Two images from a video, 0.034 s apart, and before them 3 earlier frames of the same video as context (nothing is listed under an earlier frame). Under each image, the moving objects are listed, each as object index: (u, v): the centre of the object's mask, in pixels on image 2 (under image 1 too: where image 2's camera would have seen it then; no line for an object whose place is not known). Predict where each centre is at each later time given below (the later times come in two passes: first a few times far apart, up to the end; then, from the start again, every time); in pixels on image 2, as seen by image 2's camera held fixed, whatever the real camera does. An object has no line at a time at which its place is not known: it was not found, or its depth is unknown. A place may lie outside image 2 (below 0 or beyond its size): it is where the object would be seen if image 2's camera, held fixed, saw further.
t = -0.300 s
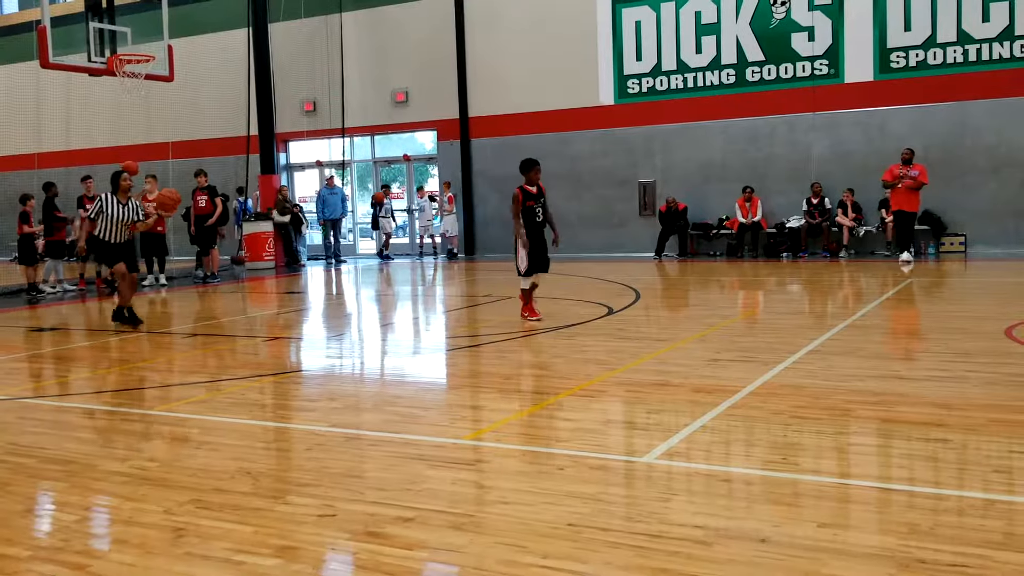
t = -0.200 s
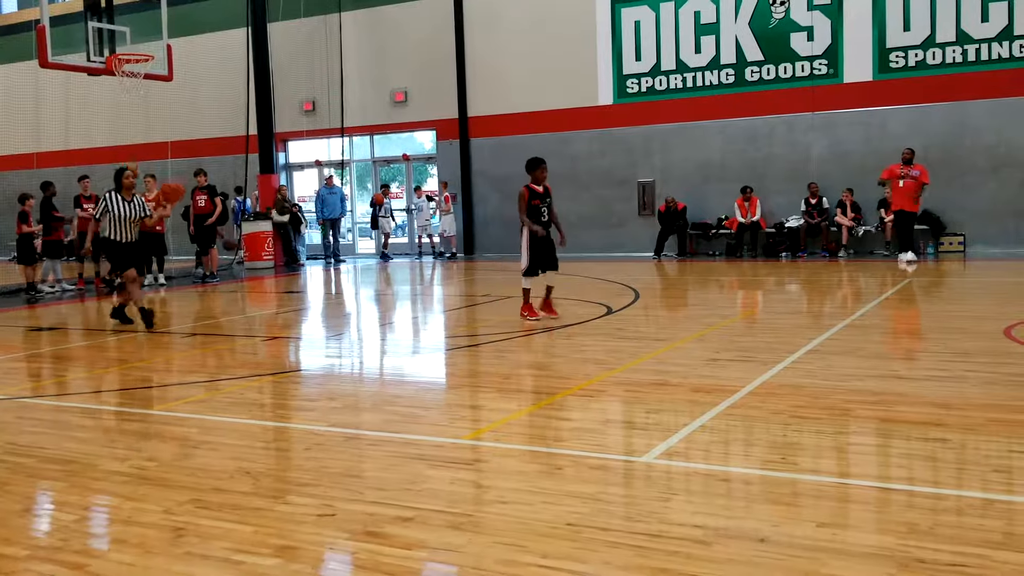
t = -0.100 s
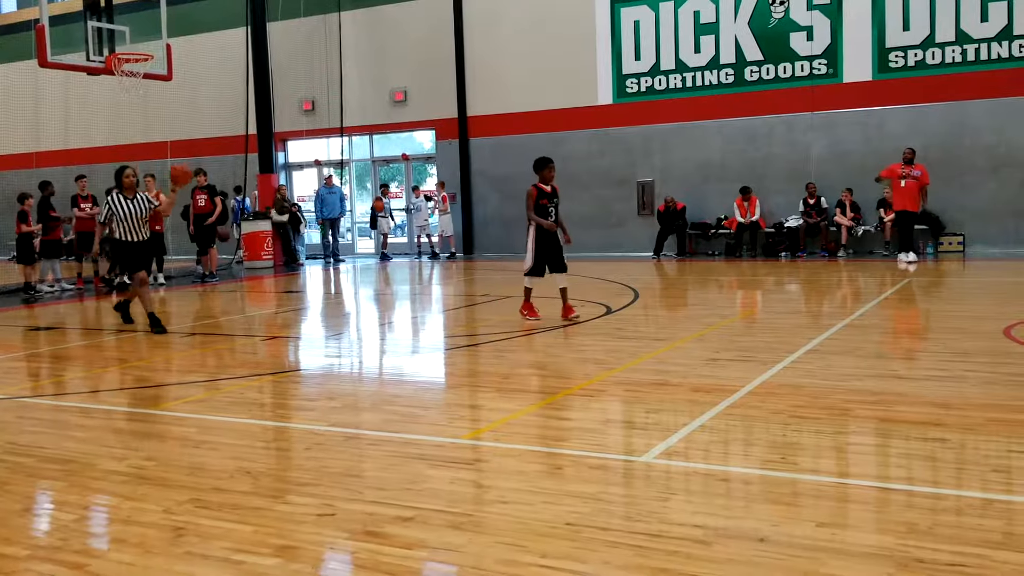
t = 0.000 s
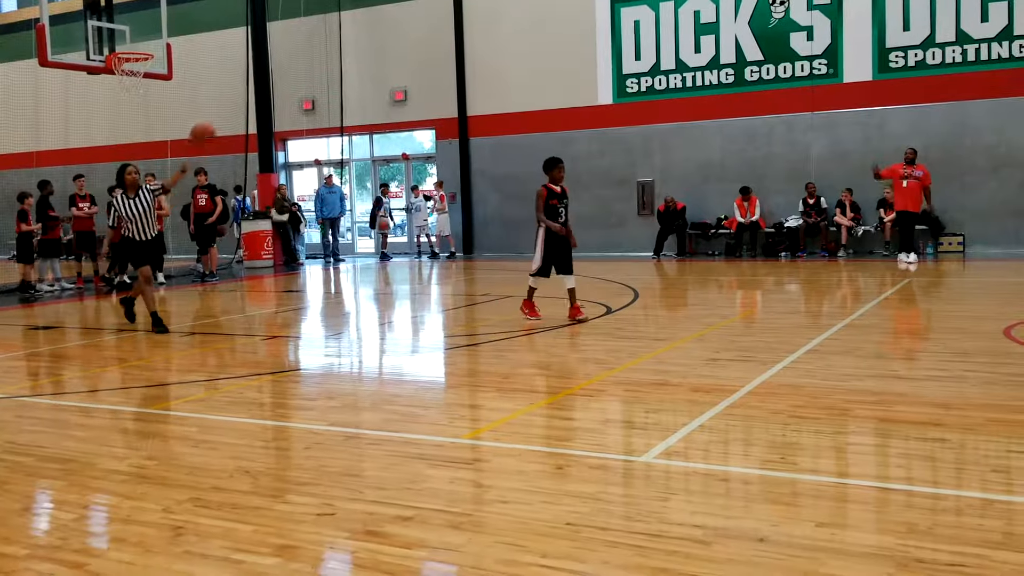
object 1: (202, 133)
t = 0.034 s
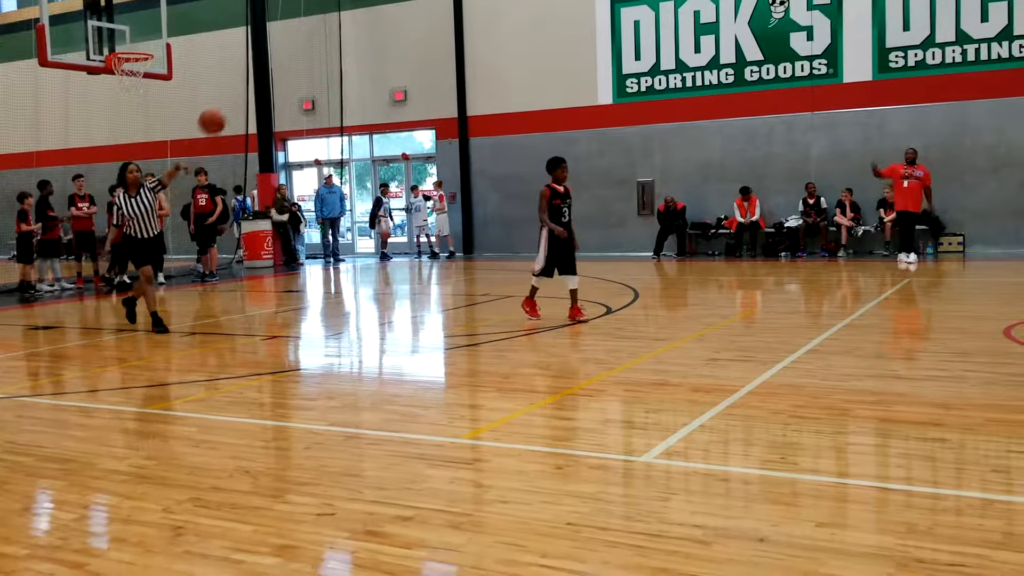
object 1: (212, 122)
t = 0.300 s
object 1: (302, 38)
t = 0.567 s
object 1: (447, 24)
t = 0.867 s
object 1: (754, 198)
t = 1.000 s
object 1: (1004, 427)
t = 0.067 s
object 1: (221, 109)
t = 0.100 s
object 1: (231, 97)
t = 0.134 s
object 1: (241, 85)
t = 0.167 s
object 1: (253, 74)
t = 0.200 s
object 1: (264, 65)
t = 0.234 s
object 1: (275, 55)
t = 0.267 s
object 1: (289, 46)
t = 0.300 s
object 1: (302, 38)
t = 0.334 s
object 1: (316, 32)
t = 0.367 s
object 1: (331, 26)
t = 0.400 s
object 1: (348, 21)
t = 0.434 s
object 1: (366, 19)
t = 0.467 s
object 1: (384, 18)
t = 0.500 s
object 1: (404, 19)
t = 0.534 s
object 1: (424, 20)
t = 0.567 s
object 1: (447, 24)
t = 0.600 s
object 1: (471, 30)
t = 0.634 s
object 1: (497, 38)
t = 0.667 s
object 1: (526, 50)
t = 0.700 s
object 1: (556, 64)
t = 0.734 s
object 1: (588, 81)
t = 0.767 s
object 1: (627, 102)
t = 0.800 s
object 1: (664, 129)
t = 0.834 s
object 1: (708, 162)
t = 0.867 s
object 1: (754, 198)
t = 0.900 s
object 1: (806, 243)
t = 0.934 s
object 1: (865, 296)
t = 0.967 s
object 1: (928, 353)
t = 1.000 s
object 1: (1004, 427)
